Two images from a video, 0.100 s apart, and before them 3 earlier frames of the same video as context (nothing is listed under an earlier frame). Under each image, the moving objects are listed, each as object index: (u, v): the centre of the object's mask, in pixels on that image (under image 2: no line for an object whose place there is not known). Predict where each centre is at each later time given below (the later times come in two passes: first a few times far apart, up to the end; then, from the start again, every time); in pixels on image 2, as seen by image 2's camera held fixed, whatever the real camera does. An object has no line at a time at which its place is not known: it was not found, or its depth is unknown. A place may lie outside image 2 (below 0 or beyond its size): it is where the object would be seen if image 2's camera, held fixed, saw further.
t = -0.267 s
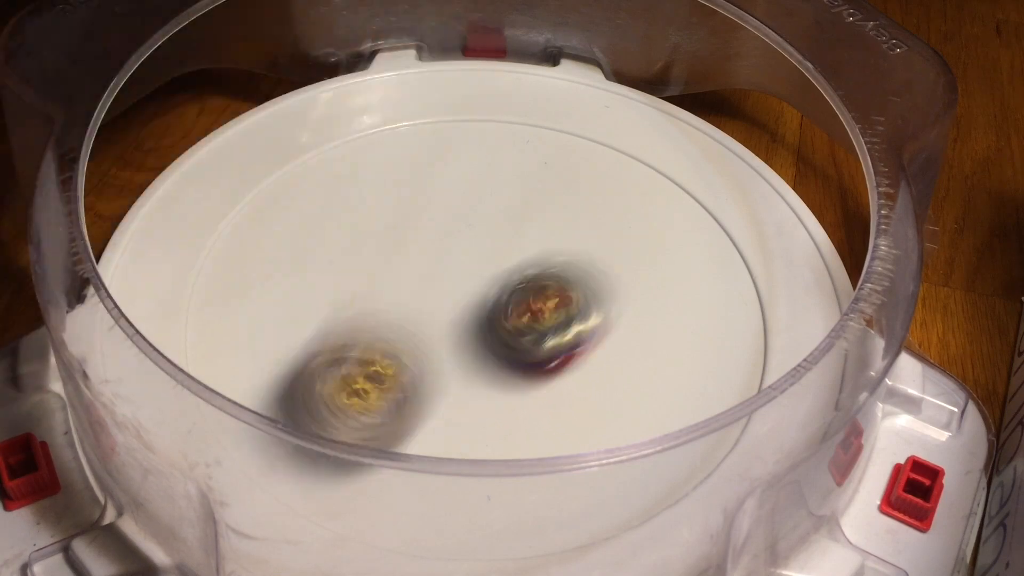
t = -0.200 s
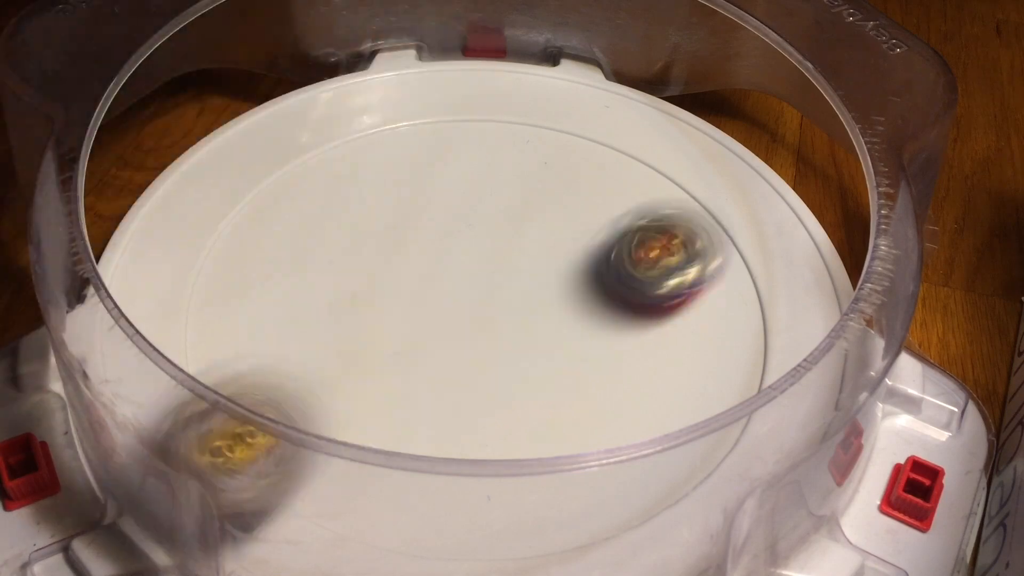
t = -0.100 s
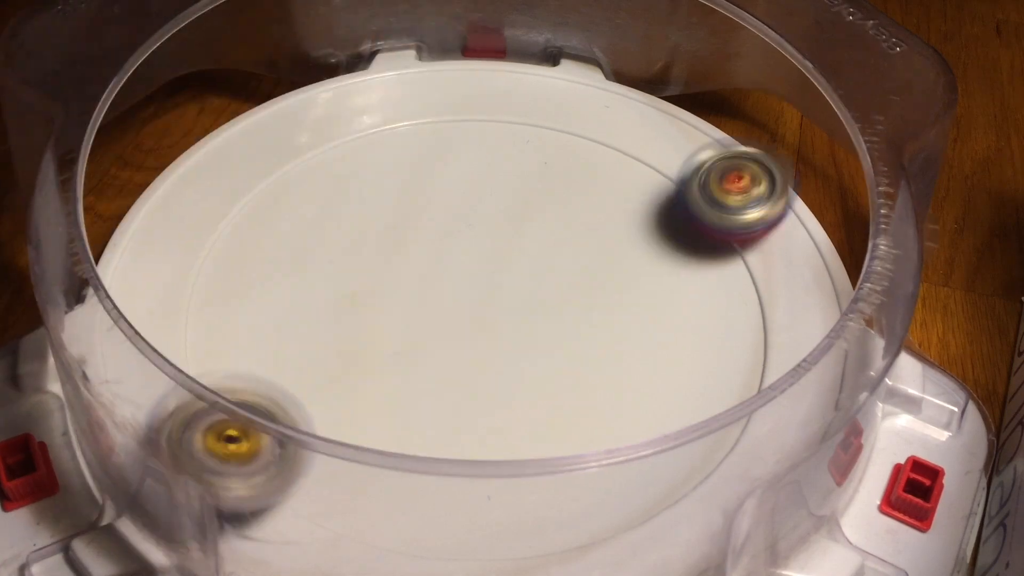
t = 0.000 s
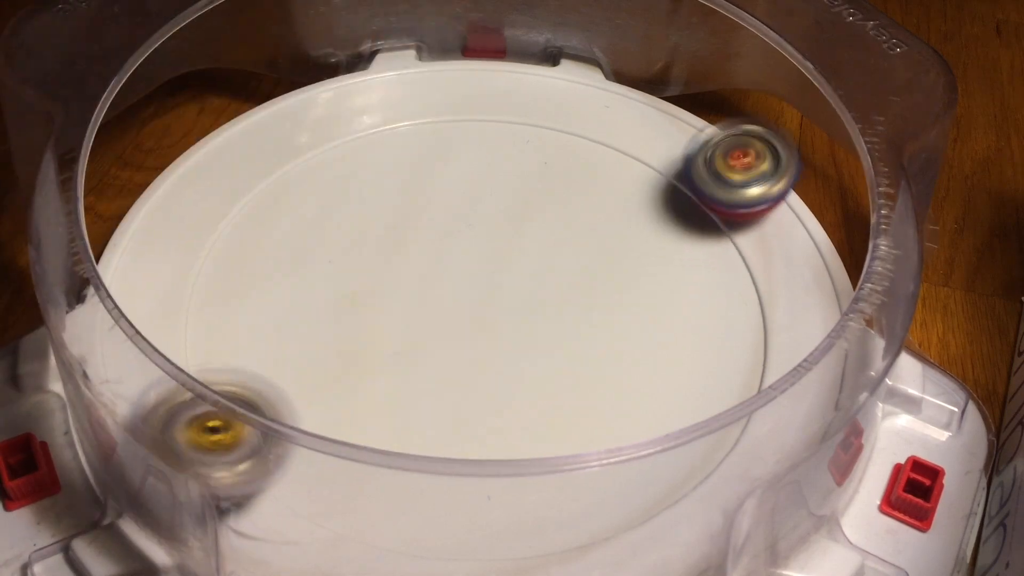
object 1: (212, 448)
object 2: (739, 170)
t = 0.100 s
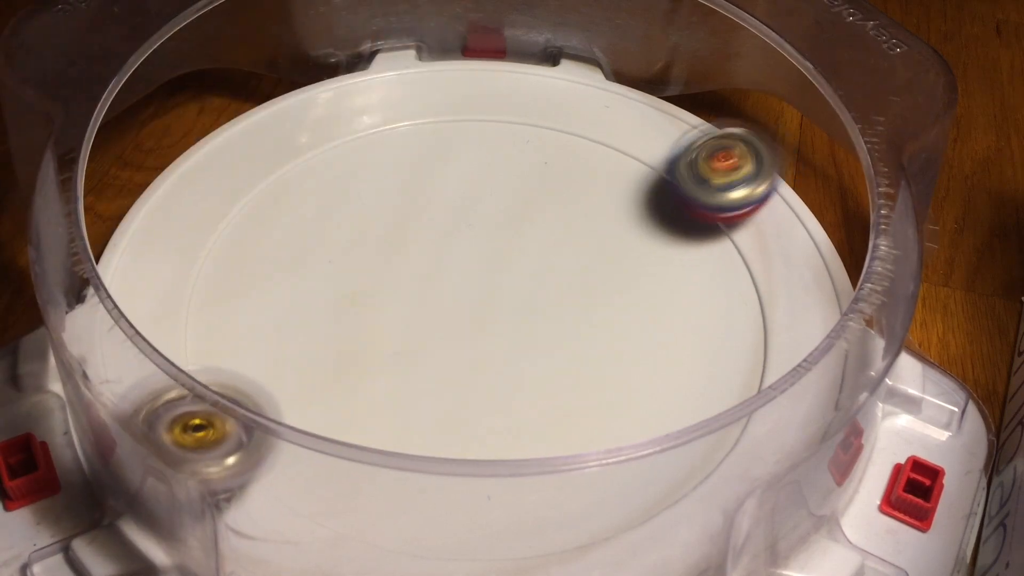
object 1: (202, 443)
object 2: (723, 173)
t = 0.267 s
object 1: (241, 418)
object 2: (599, 244)
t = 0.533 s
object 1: (193, 366)
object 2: (752, 159)
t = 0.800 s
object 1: (247, 318)
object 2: (758, 106)
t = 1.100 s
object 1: (546, 440)
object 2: (781, 142)
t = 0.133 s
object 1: (202, 442)
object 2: (708, 182)
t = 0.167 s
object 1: (200, 440)
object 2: (688, 198)
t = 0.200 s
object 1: (212, 424)
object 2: (658, 212)
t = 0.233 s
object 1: (224, 424)
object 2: (630, 226)
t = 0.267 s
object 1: (241, 418)
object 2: (599, 244)
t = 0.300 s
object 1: (270, 392)
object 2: (567, 262)
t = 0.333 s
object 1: (300, 368)
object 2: (538, 283)
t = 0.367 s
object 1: (339, 348)
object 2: (510, 304)
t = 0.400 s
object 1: (341, 345)
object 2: (533, 302)
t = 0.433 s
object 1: (269, 365)
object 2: (623, 264)
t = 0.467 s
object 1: (201, 380)
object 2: (689, 225)
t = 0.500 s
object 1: (194, 366)
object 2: (734, 182)
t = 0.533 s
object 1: (193, 366)
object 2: (752, 159)
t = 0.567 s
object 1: (190, 362)
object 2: (770, 135)
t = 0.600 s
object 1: (188, 356)
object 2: (769, 125)
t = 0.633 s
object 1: (189, 356)
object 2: (769, 117)
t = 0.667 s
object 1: (190, 348)
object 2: (769, 117)
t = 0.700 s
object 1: (192, 341)
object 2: (775, 111)
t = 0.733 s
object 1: (199, 332)
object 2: (780, 102)
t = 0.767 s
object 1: (221, 323)
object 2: (773, 104)
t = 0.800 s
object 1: (247, 318)
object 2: (758, 106)
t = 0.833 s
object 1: (279, 316)
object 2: (759, 119)
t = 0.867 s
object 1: (317, 320)
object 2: (768, 124)
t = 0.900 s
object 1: (357, 328)
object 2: (765, 125)
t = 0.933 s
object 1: (396, 342)
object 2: (757, 121)
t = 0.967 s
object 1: (435, 358)
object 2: (760, 125)
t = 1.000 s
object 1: (470, 378)
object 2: (769, 132)
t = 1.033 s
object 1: (502, 397)
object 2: (776, 136)
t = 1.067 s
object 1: (529, 410)
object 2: (782, 143)
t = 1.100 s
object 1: (546, 440)
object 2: (781, 142)
